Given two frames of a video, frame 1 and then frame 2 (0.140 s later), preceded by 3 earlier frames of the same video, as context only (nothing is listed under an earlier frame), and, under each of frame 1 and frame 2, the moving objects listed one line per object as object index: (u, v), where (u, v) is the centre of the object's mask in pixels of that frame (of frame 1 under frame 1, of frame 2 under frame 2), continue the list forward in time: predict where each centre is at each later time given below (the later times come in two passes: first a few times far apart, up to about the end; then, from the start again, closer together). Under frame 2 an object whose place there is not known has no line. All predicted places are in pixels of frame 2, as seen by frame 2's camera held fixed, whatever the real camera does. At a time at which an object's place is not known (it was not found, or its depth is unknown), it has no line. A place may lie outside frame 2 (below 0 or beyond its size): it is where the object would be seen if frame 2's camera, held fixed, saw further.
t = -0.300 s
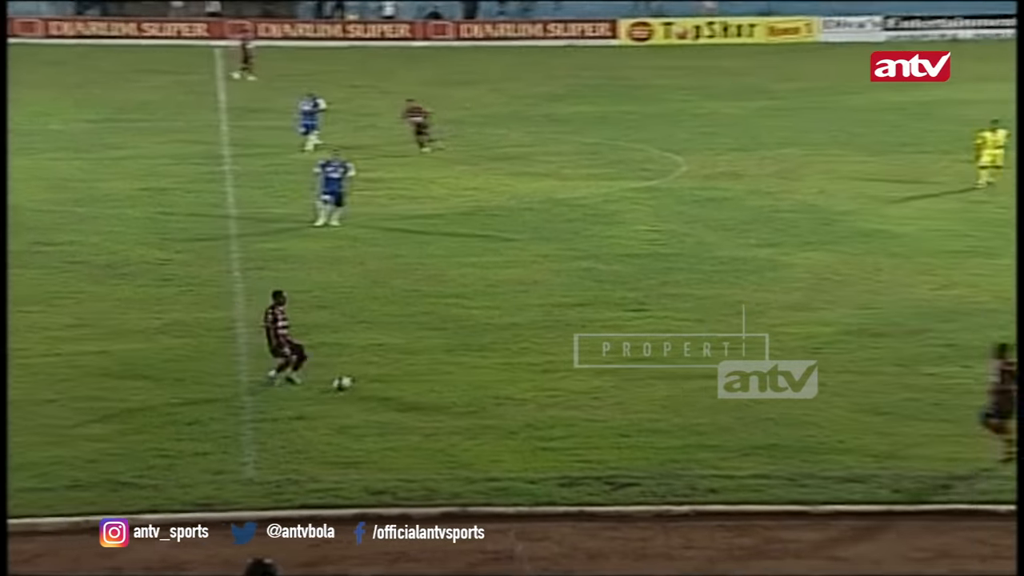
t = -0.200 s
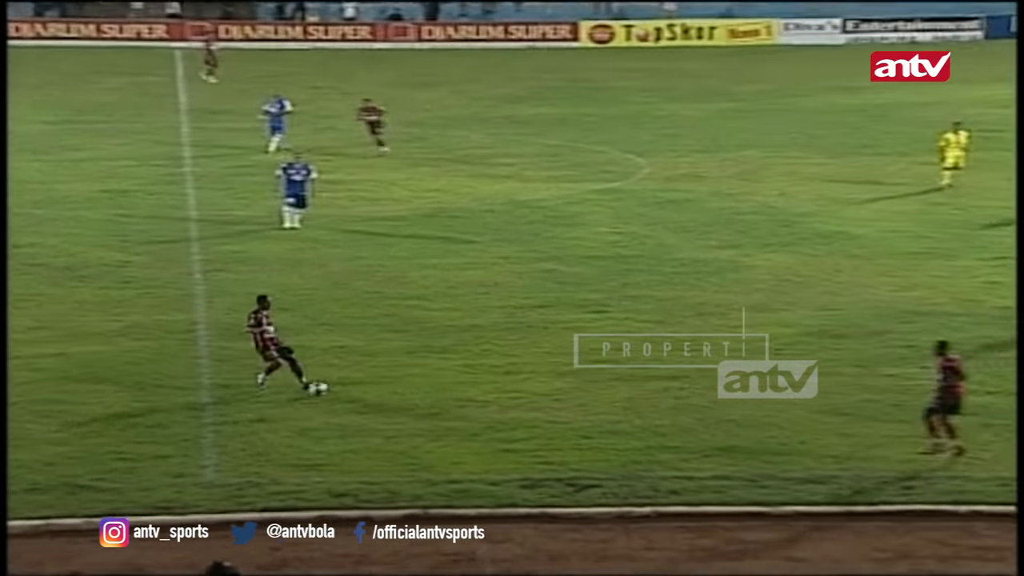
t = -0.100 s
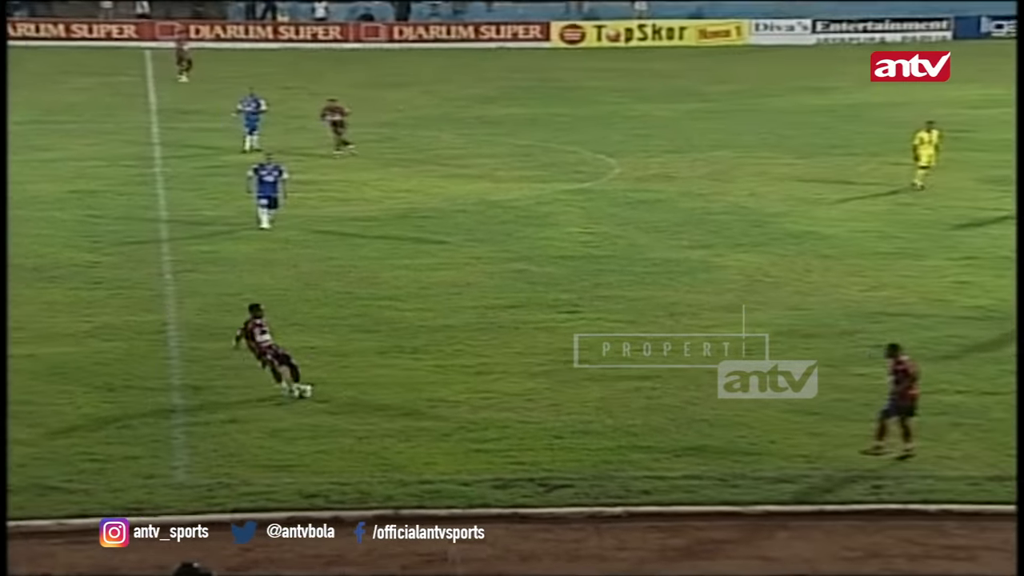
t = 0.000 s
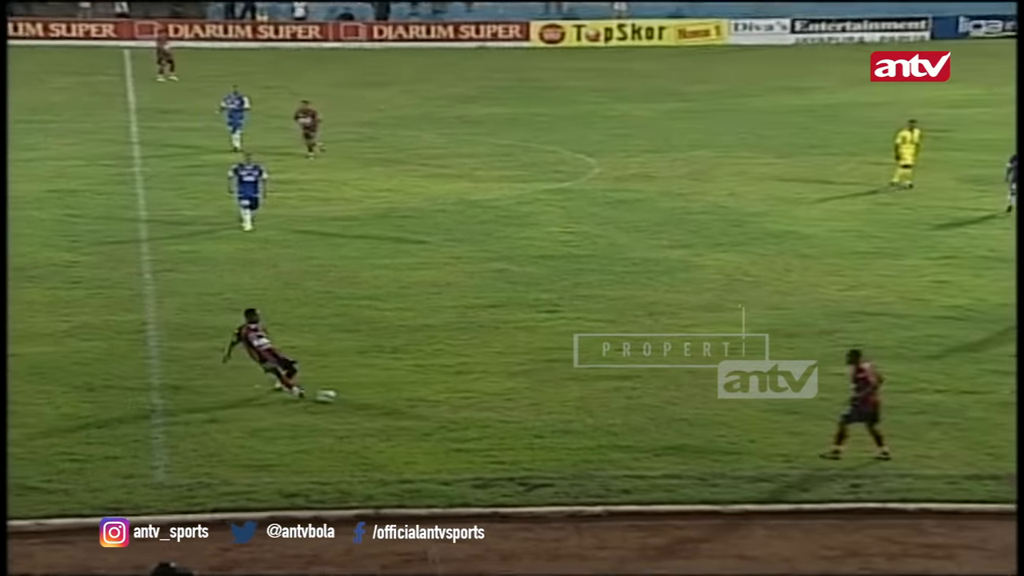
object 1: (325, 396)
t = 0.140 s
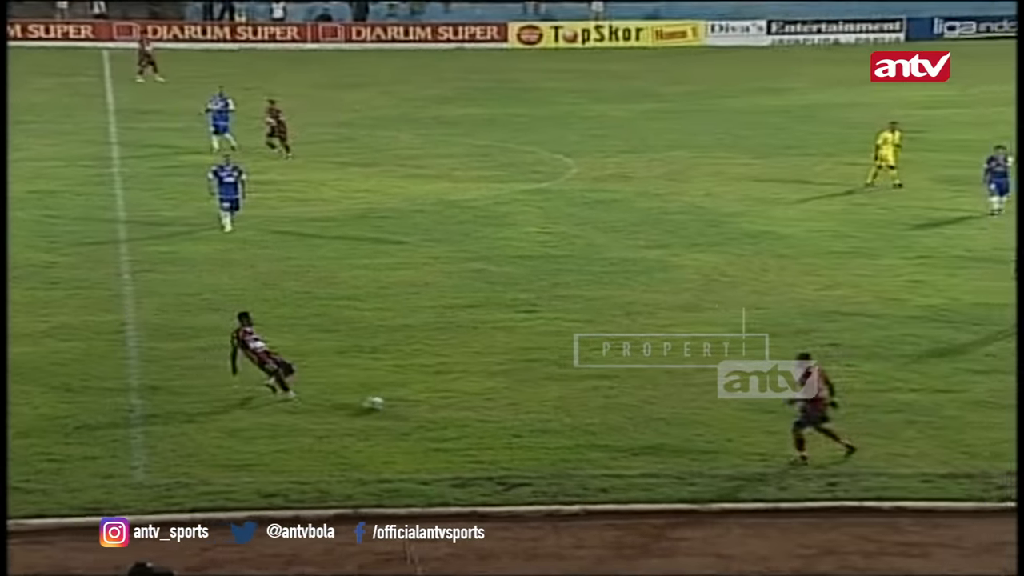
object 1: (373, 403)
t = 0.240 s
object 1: (416, 403)
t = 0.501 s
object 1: (511, 410)
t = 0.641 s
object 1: (560, 422)
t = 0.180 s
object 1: (393, 406)
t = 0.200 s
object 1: (400, 407)
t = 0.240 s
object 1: (416, 403)
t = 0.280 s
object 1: (429, 402)
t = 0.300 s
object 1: (437, 402)
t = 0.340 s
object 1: (452, 401)
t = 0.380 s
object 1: (466, 403)
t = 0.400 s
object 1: (473, 403)
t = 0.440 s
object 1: (487, 405)
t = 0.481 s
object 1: (502, 408)
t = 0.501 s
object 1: (511, 410)
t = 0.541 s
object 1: (525, 416)
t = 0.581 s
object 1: (538, 421)
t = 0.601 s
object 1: (547, 423)
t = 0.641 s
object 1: (560, 422)
